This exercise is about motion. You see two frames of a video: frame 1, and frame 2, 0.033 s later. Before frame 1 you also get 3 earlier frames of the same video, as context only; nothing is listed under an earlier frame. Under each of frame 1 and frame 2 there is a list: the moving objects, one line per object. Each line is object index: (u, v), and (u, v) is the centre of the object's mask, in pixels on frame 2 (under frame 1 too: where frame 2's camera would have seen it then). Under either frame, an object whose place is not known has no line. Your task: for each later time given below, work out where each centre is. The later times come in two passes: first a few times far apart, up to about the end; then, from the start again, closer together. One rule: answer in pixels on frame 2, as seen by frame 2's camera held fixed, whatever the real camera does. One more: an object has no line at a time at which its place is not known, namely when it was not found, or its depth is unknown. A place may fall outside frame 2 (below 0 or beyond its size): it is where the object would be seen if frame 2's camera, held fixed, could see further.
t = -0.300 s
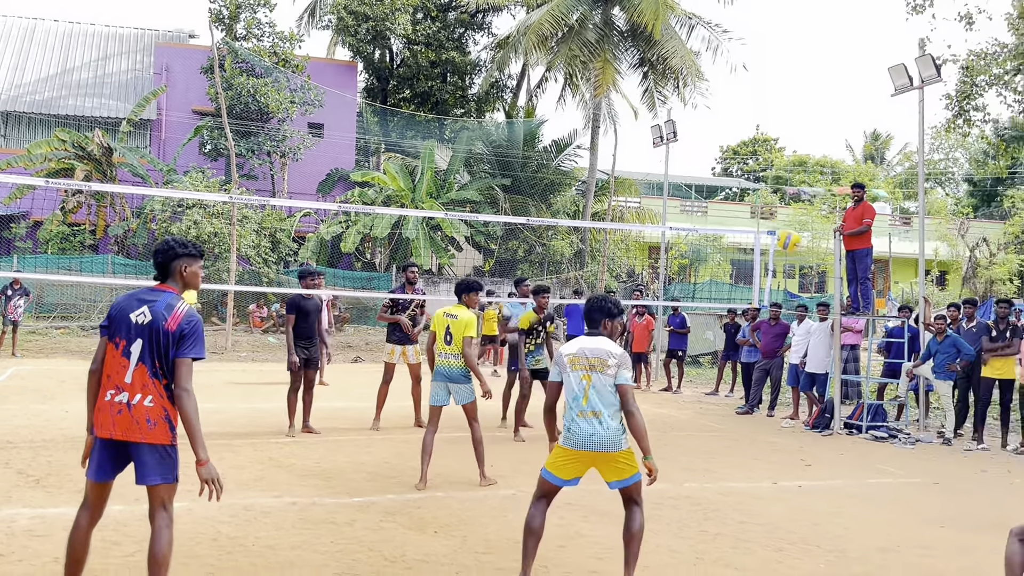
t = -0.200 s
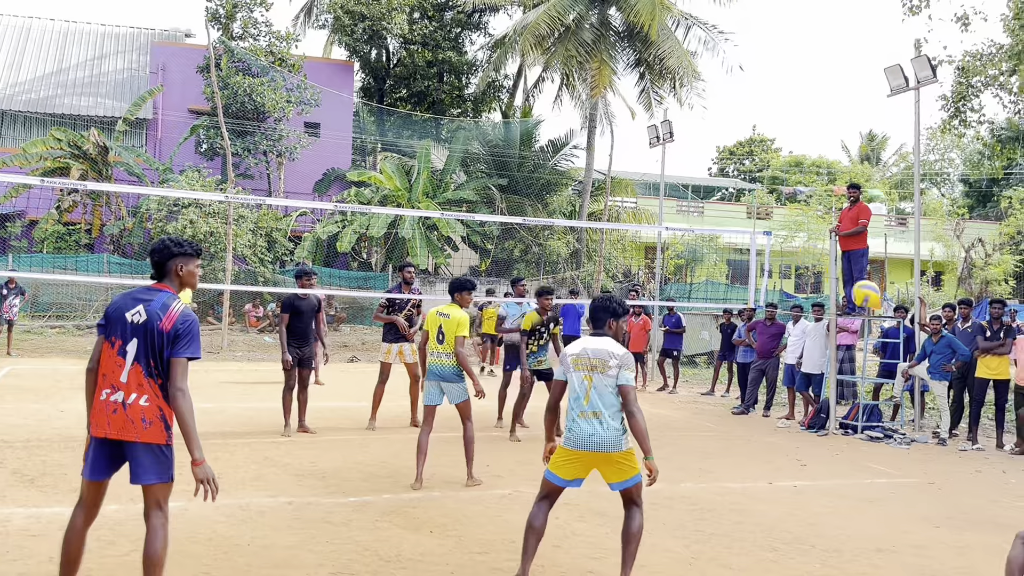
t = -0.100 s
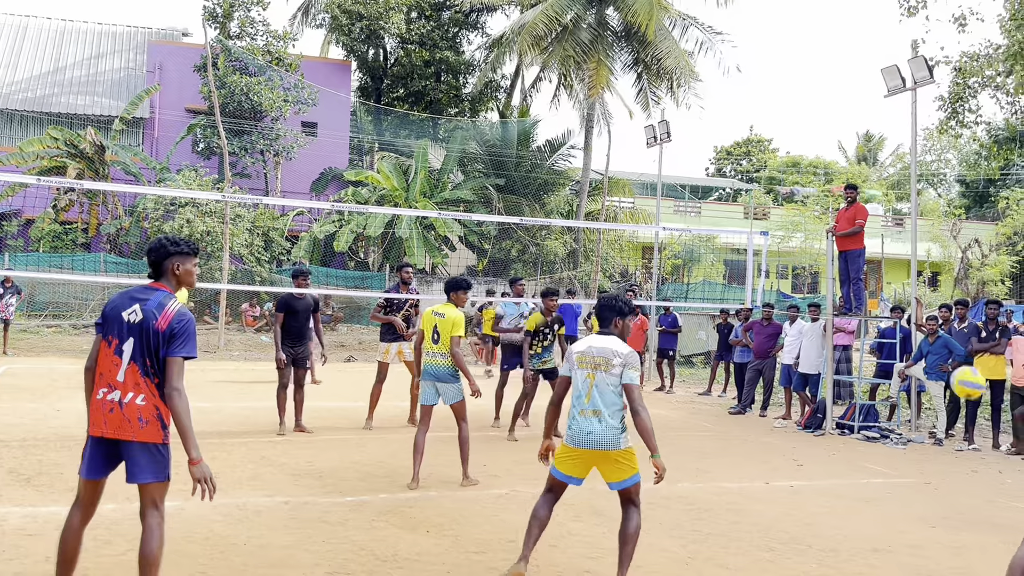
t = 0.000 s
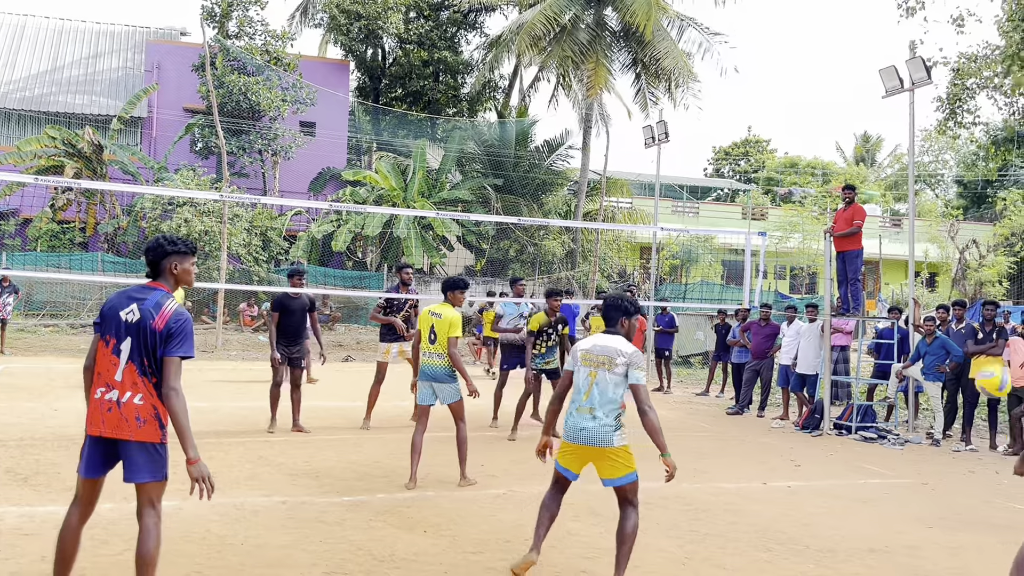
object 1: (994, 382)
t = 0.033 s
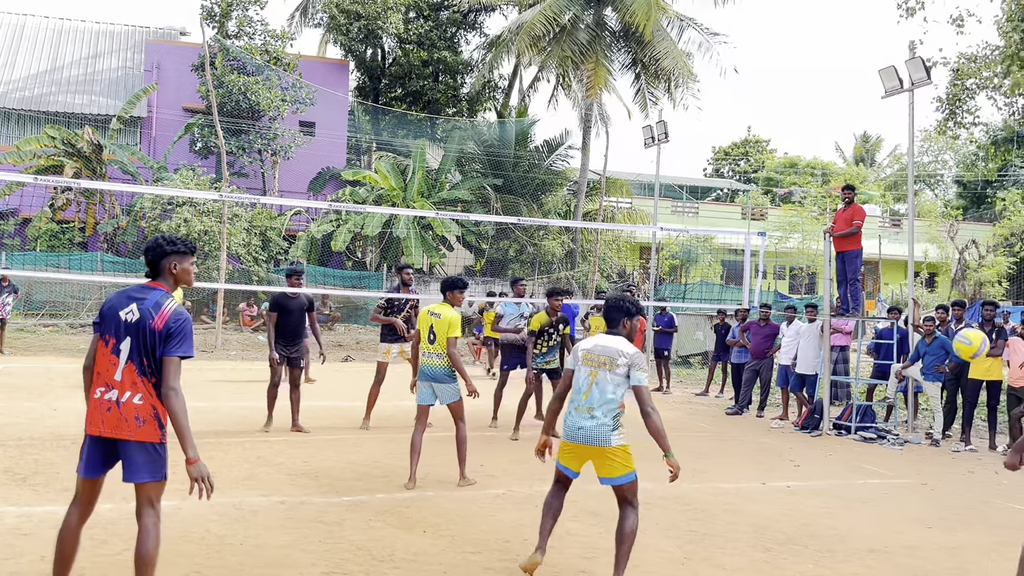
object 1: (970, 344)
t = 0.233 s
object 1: (857, 189)
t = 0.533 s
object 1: (738, 101)
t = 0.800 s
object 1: (657, 122)
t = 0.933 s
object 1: (623, 157)
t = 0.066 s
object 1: (950, 311)
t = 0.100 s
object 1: (931, 281)
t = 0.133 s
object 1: (911, 255)
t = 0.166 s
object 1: (892, 231)
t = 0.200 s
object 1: (876, 209)
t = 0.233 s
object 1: (857, 189)
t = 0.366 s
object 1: (799, 132)
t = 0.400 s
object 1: (786, 122)
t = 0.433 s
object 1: (773, 114)
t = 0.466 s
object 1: (761, 108)
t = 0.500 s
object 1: (749, 104)
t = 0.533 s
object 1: (738, 101)
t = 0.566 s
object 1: (726, 100)
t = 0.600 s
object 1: (715, 100)
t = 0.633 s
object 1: (705, 101)
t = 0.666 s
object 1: (695, 103)
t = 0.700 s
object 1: (685, 106)
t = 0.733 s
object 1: (675, 110)
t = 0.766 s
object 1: (666, 115)
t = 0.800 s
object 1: (657, 122)
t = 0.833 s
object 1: (648, 129)
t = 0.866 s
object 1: (641, 137)
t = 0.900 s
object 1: (632, 146)
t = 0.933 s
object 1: (623, 157)
